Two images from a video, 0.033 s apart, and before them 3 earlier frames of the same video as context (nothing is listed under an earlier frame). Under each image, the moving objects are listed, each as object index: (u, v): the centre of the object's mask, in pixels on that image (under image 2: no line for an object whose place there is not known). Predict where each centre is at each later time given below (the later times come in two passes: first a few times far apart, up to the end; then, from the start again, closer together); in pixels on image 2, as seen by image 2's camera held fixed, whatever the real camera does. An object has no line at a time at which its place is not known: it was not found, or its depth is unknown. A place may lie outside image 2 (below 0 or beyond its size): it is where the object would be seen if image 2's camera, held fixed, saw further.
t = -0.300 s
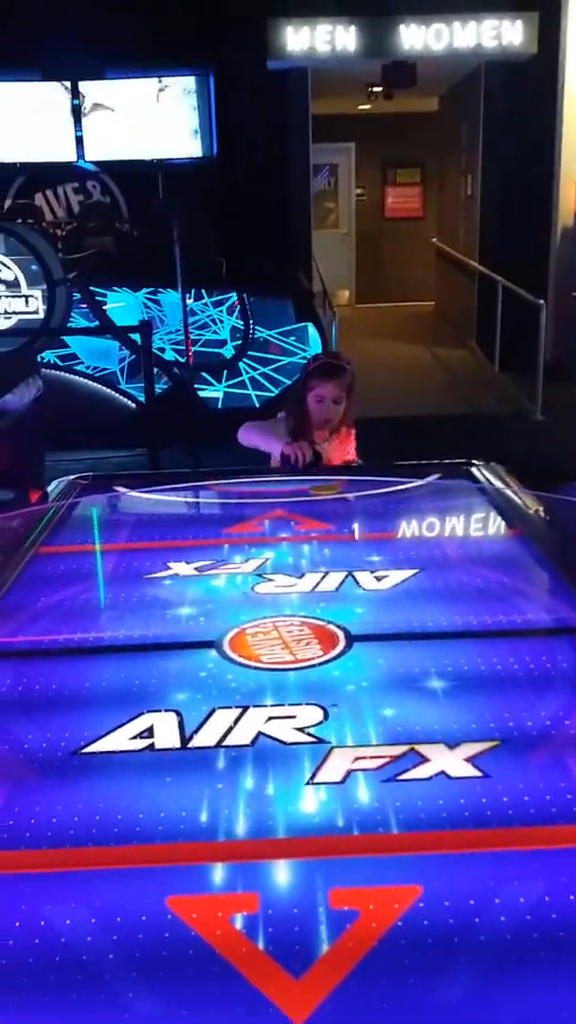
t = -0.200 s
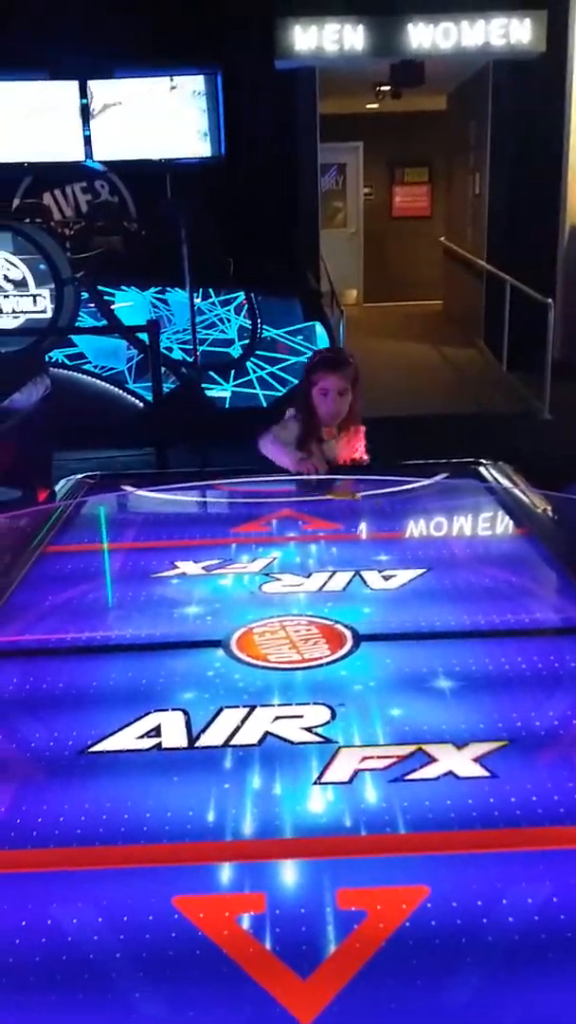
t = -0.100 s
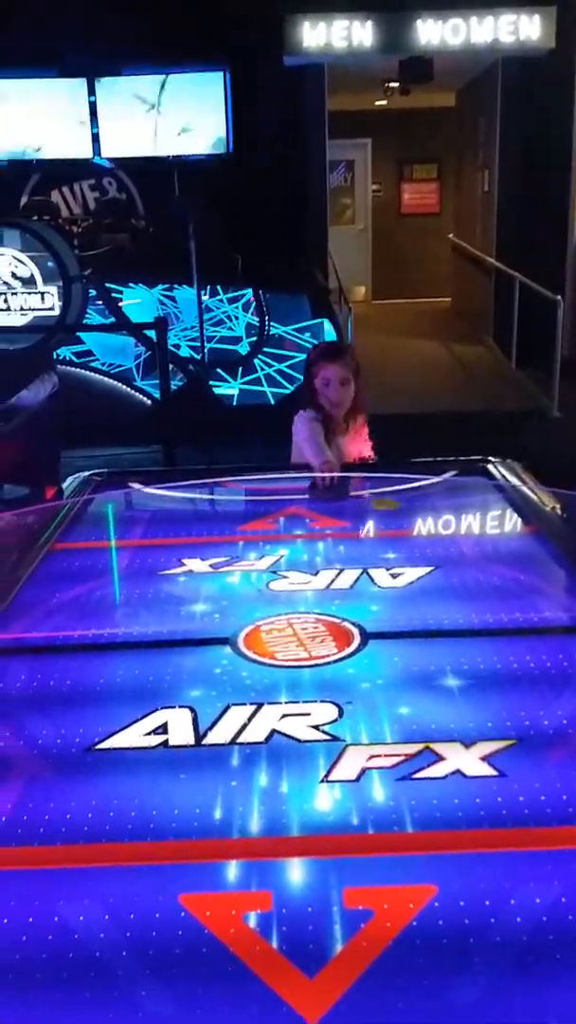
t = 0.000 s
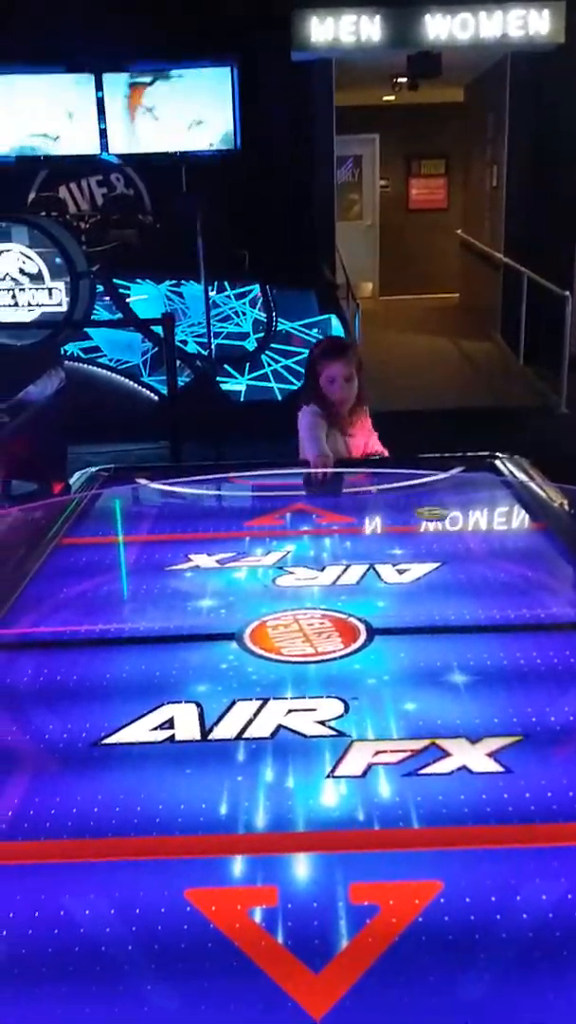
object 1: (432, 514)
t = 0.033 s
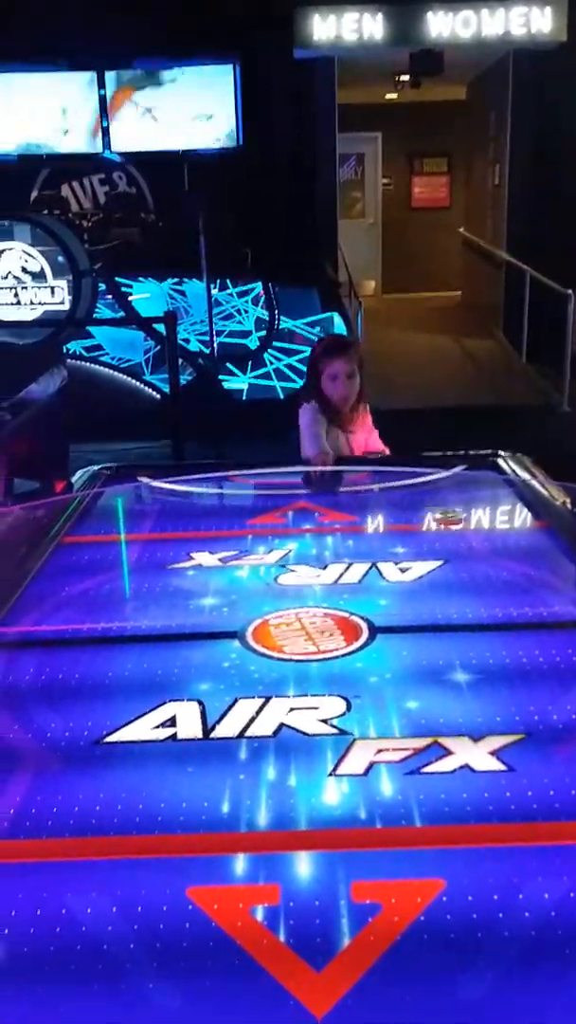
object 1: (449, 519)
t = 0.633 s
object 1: (507, 639)
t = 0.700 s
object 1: (488, 659)
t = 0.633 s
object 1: (507, 639)
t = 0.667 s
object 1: (498, 649)
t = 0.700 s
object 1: (488, 659)
